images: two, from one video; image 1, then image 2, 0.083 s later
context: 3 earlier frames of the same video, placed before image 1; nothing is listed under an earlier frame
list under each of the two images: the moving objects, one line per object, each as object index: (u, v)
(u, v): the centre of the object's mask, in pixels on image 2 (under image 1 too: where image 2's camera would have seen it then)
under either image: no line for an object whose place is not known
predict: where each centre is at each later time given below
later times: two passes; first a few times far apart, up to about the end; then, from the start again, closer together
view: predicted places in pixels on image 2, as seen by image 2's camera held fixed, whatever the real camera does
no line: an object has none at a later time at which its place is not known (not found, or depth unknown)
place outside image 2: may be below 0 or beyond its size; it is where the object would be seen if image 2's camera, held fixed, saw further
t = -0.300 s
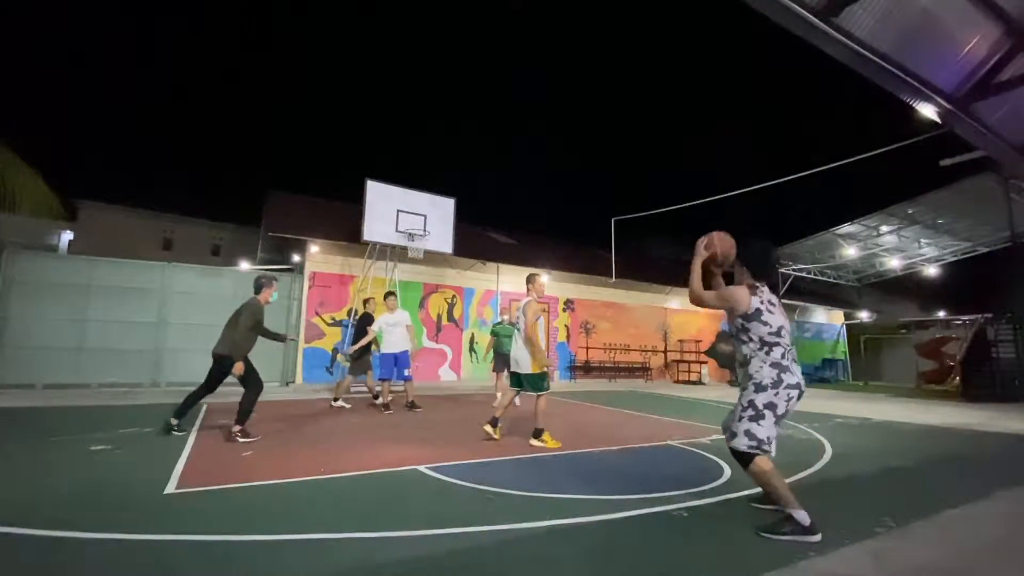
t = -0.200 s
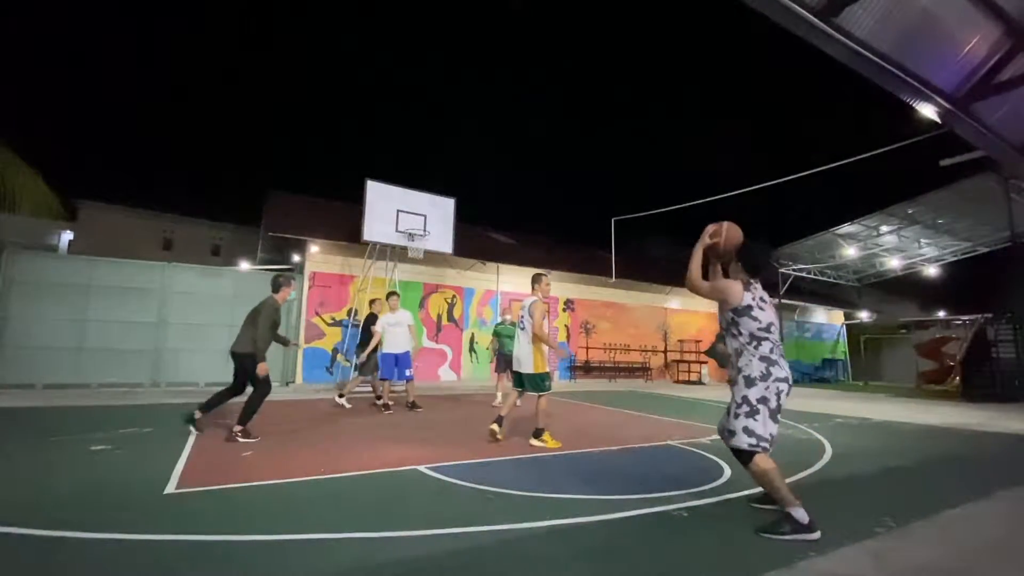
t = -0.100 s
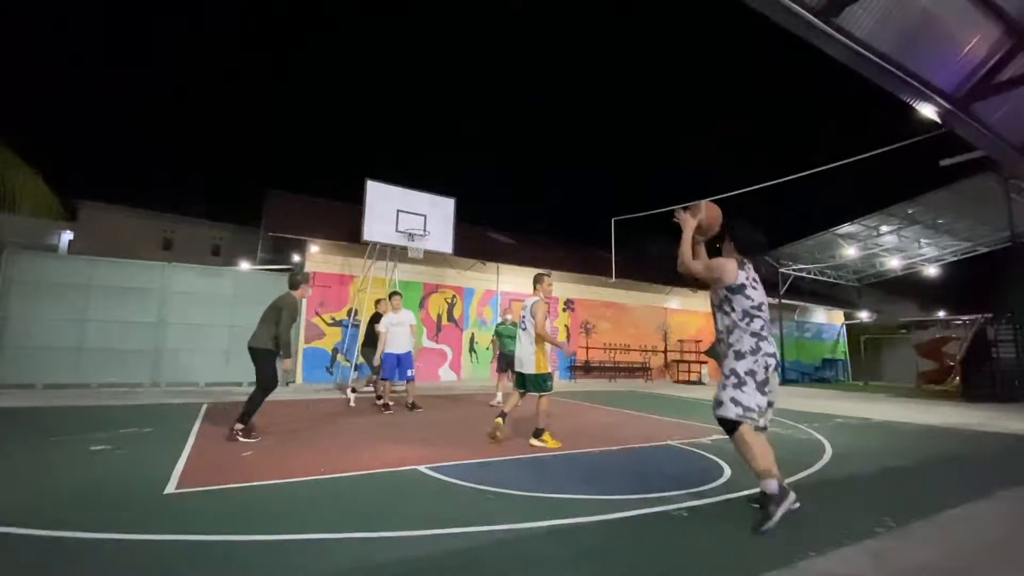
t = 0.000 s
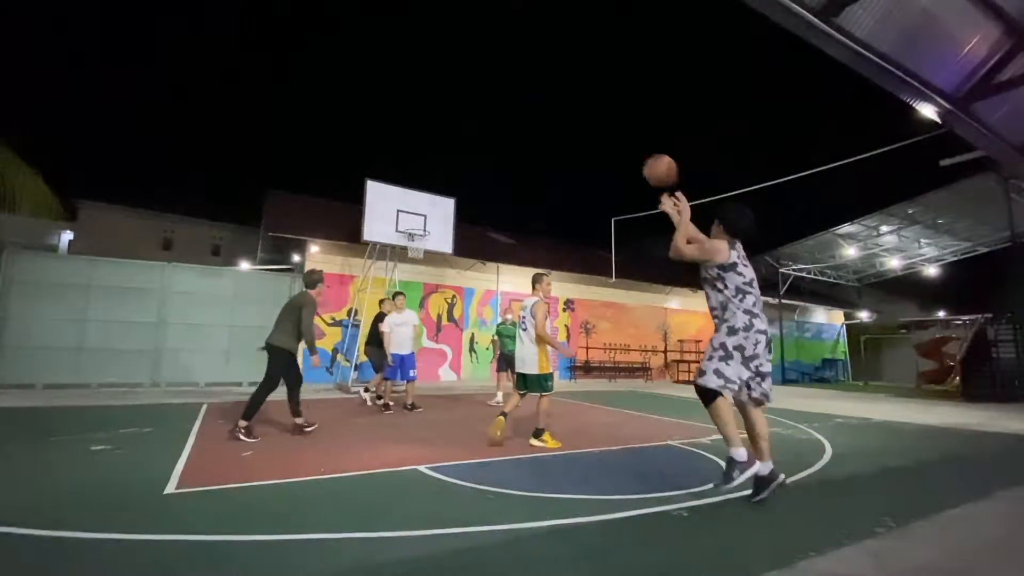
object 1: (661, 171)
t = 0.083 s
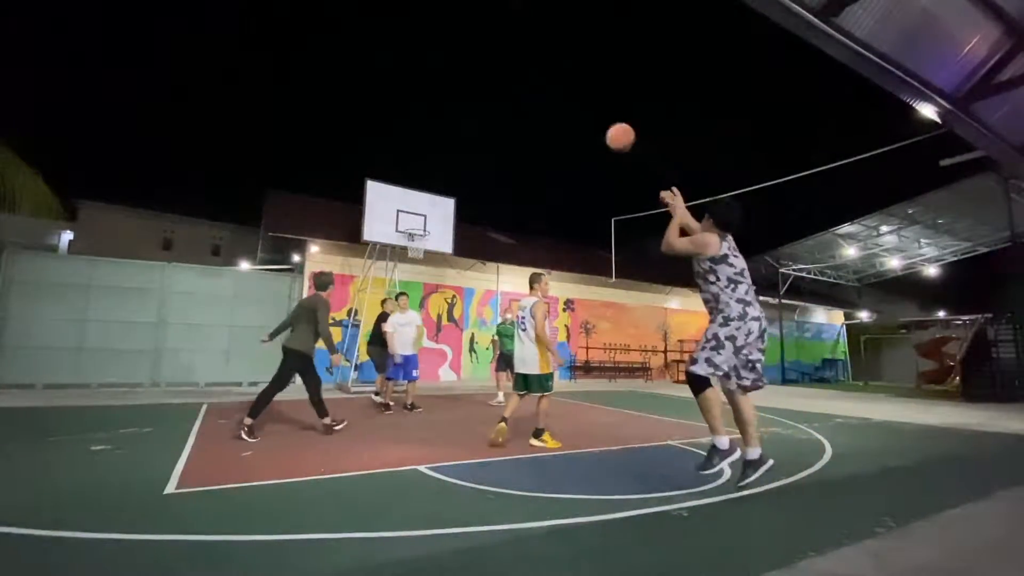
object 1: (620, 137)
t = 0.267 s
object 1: (556, 104)
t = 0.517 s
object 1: (497, 109)
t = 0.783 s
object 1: (452, 152)
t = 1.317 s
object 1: (408, 256)
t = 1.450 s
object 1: (392, 288)
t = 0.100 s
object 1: (612, 132)
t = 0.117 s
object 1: (607, 128)
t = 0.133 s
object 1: (600, 124)
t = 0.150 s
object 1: (593, 120)
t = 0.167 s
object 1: (588, 117)
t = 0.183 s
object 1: (581, 114)
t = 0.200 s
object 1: (575, 111)
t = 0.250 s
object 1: (559, 105)
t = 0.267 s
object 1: (556, 104)
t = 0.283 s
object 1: (550, 103)
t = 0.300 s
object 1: (545, 102)
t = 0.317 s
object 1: (542, 101)
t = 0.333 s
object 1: (537, 101)
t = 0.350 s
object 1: (532, 101)
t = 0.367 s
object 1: (529, 101)
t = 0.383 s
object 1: (525, 101)
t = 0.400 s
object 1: (520, 101)
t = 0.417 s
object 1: (518, 102)
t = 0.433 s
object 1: (513, 103)
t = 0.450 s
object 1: (510, 104)
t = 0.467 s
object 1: (507, 105)
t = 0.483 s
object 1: (503, 106)
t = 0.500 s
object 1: (499, 108)
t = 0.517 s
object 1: (497, 109)
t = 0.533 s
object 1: (493, 111)
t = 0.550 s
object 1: (489, 113)
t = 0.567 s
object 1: (487, 115)
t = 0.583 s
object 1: (484, 117)
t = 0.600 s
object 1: (481, 120)
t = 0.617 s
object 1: (478, 122)
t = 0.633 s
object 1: (475, 124)
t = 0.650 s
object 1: (472, 127)
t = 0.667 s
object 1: (470, 129)
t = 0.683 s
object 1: (467, 133)
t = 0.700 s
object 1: (464, 136)
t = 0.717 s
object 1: (462, 138)
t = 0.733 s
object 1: (459, 142)
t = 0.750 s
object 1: (456, 145)
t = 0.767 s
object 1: (455, 148)
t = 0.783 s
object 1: (452, 152)
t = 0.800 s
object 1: (449, 156)
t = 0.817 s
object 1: (447, 159)
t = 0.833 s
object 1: (445, 162)
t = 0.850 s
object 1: (442, 167)
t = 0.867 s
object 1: (441, 170)
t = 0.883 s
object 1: (438, 174)
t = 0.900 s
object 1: (436, 179)
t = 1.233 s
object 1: (417, 244)
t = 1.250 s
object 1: (414, 249)
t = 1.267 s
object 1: (413, 251)
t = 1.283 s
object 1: (413, 252)
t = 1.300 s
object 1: (411, 254)
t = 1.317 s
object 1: (408, 256)
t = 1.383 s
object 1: (399, 272)
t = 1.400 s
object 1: (397, 277)
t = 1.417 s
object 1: (396, 279)
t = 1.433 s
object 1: (394, 284)
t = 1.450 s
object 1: (392, 288)
